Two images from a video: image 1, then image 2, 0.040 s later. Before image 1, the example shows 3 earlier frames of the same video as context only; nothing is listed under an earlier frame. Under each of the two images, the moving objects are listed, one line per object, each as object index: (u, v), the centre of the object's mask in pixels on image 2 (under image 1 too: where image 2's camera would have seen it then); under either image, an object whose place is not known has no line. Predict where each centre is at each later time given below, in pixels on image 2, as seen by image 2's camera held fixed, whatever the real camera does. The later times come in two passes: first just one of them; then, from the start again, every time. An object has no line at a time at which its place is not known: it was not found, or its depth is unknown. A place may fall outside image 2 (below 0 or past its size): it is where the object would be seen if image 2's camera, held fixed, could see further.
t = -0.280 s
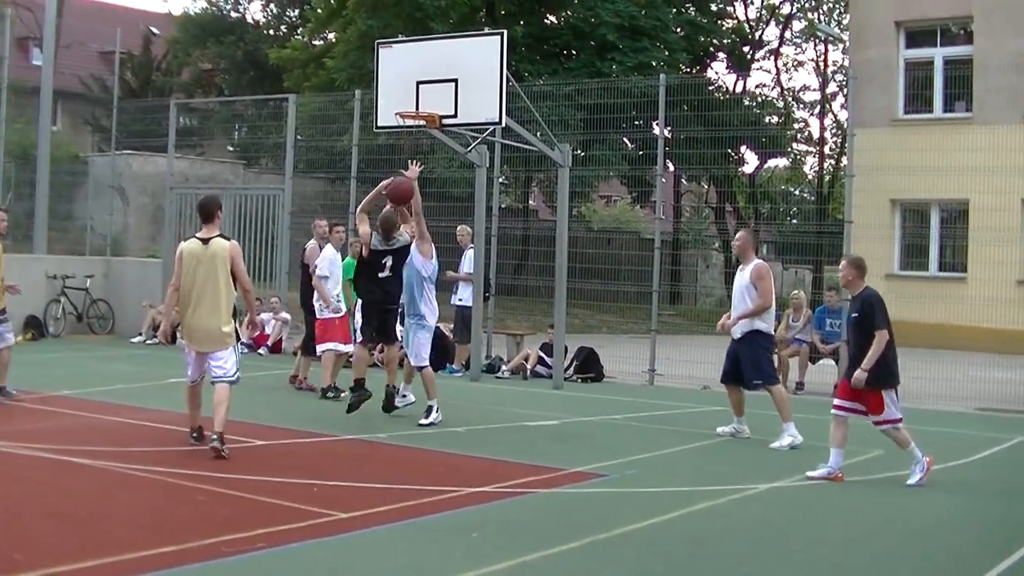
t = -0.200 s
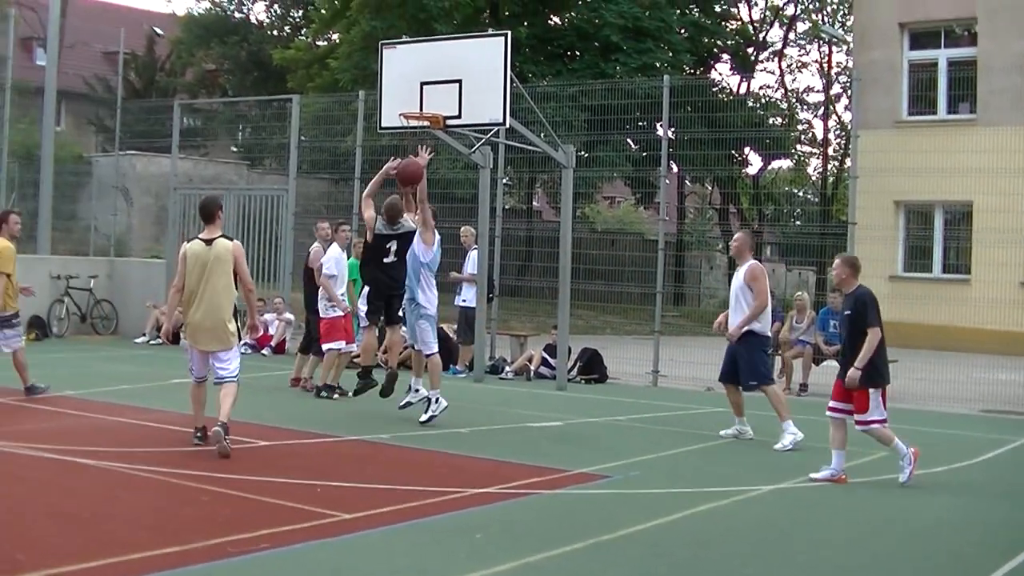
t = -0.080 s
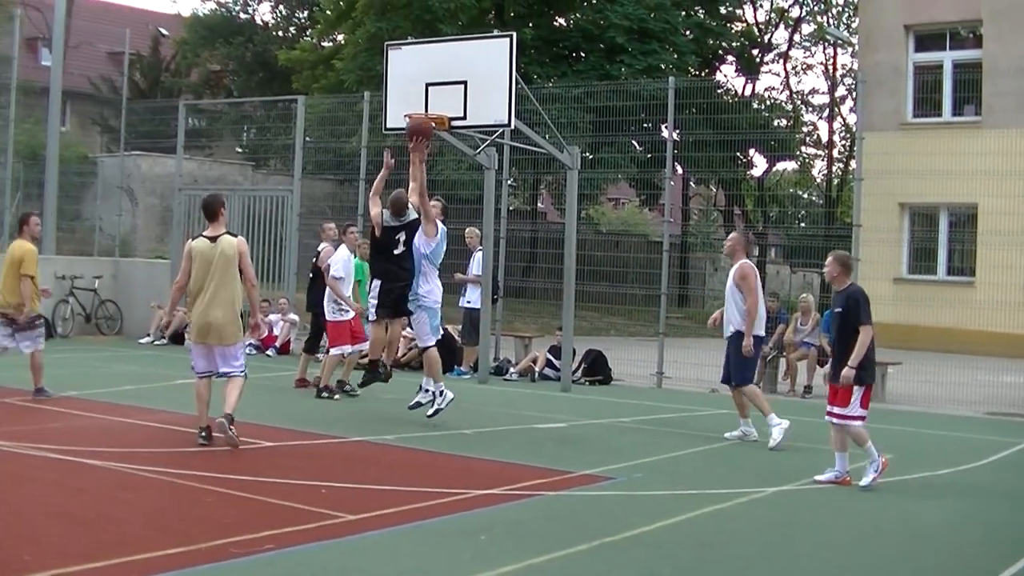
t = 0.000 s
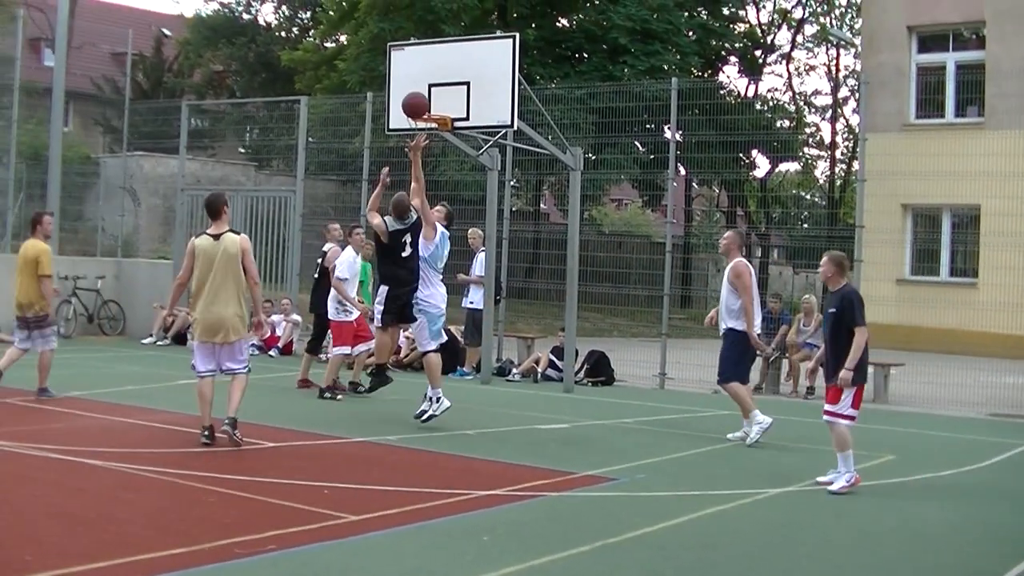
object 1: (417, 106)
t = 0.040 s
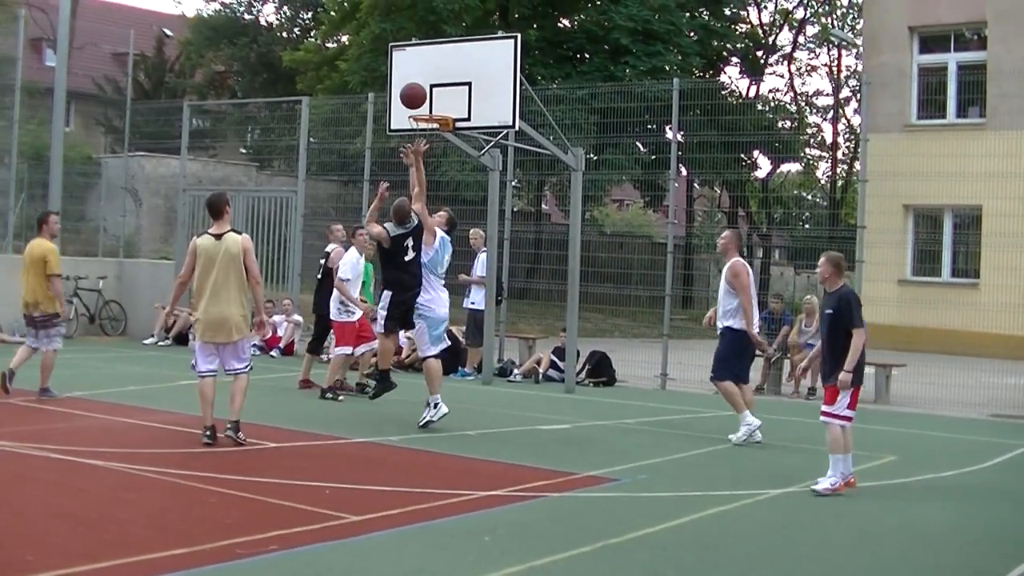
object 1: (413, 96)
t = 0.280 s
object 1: (391, 76)
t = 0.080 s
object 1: (409, 88)
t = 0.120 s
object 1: (406, 82)
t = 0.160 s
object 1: (402, 78)
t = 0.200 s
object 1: (398, 76)
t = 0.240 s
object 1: (395, 75)
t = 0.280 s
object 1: (391, 76)
